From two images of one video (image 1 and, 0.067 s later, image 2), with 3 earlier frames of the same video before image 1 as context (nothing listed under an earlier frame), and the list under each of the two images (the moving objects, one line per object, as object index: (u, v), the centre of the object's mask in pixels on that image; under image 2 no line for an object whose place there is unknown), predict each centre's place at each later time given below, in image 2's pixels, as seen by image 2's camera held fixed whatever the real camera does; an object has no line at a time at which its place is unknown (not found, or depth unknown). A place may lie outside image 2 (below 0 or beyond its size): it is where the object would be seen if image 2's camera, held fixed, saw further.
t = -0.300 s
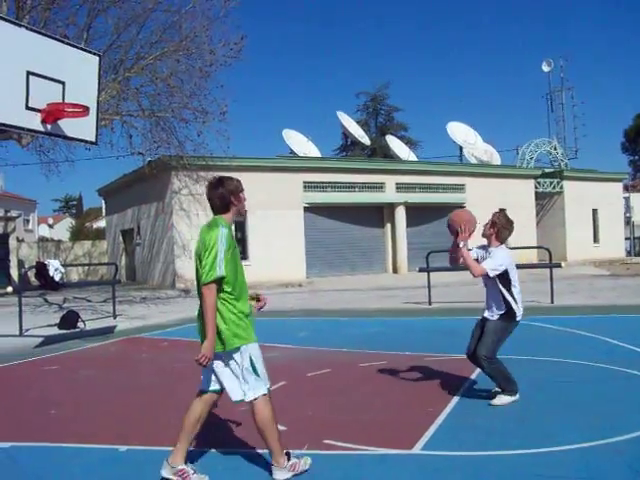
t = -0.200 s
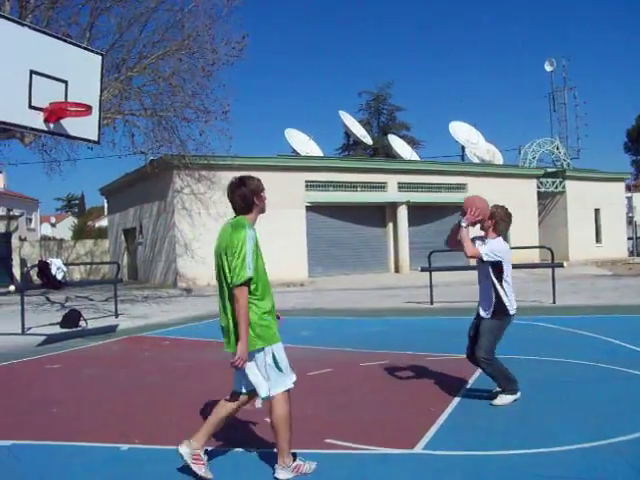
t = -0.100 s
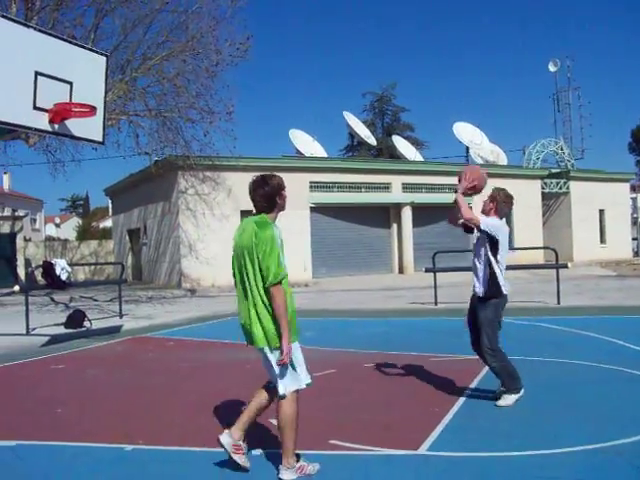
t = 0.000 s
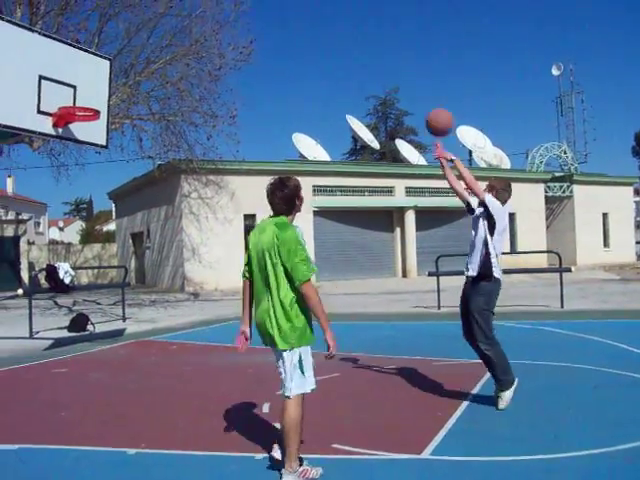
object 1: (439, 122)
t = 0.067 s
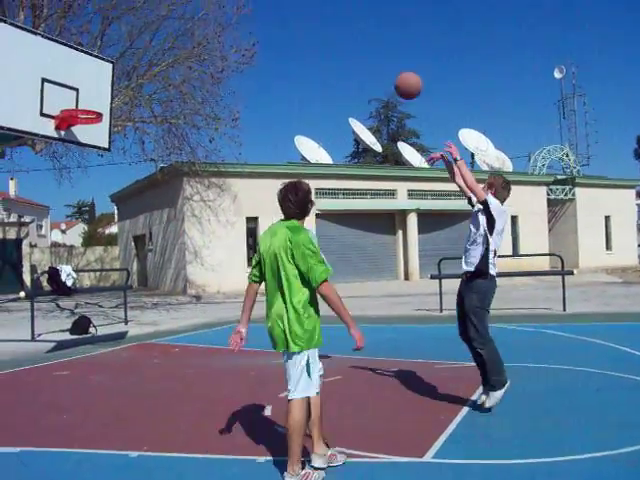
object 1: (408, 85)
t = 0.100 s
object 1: (392, 67)
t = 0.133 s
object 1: (377, 51)
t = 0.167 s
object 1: (361, 37)
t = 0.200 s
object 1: (346, 24)
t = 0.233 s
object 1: (332, 14)
